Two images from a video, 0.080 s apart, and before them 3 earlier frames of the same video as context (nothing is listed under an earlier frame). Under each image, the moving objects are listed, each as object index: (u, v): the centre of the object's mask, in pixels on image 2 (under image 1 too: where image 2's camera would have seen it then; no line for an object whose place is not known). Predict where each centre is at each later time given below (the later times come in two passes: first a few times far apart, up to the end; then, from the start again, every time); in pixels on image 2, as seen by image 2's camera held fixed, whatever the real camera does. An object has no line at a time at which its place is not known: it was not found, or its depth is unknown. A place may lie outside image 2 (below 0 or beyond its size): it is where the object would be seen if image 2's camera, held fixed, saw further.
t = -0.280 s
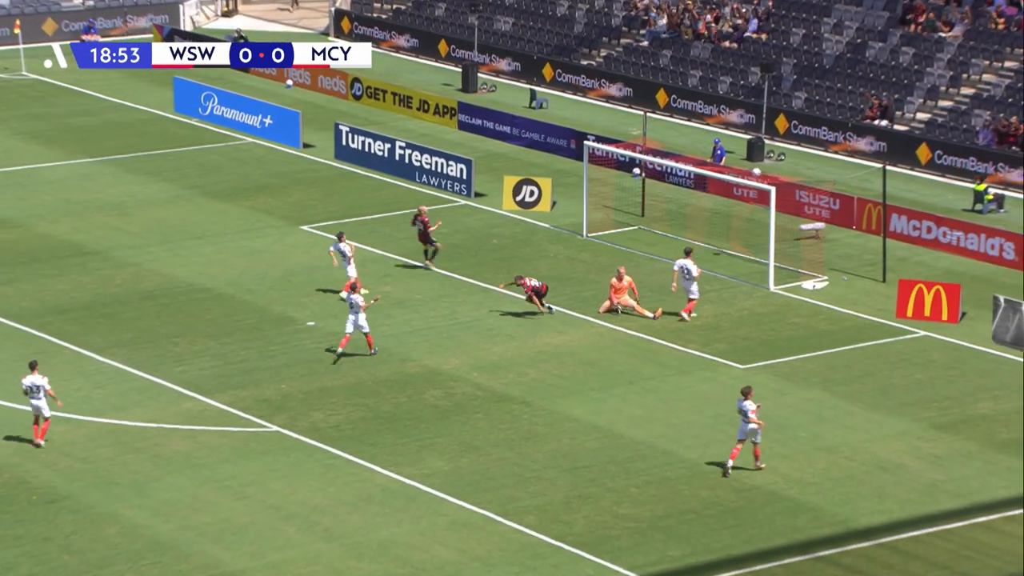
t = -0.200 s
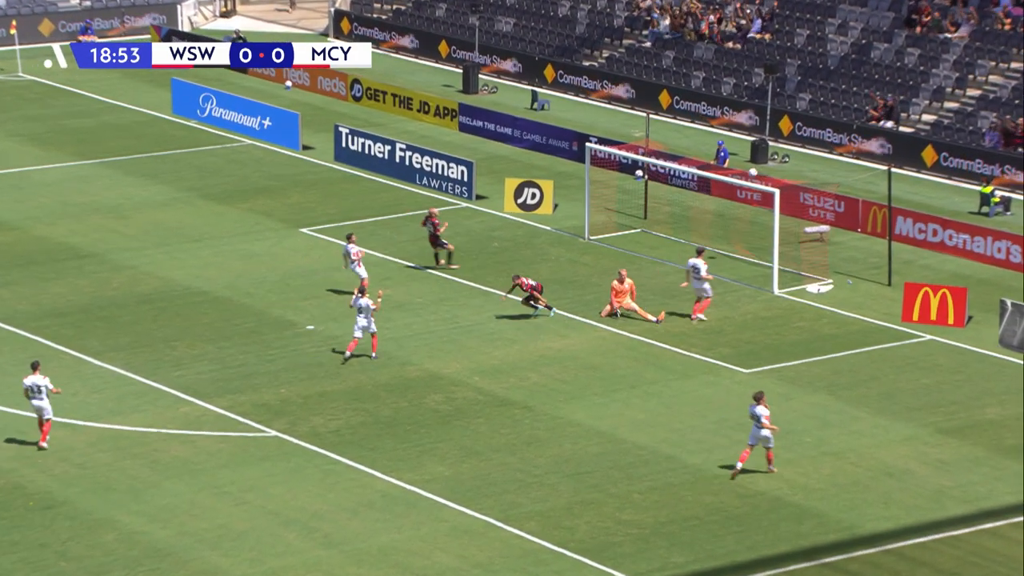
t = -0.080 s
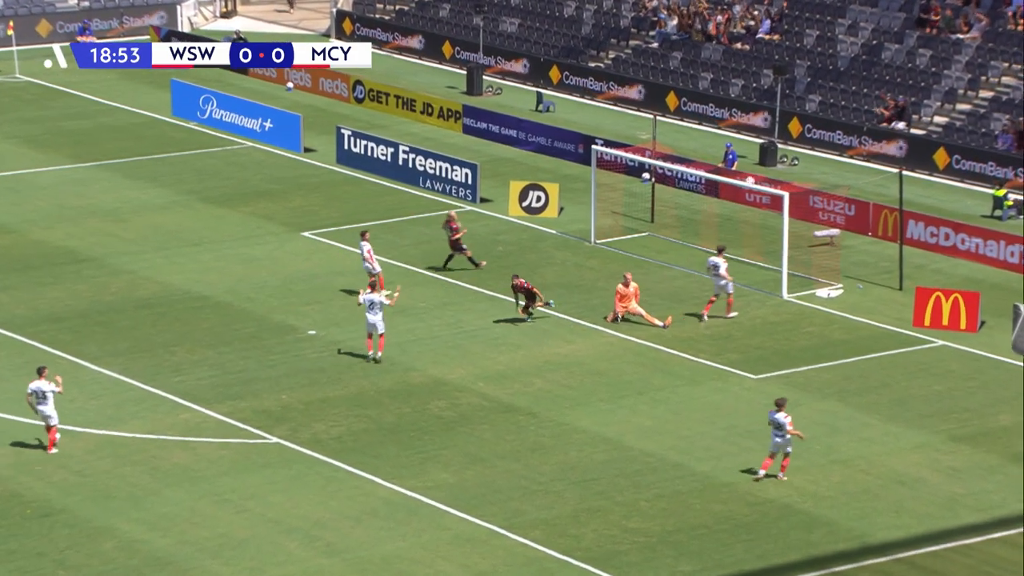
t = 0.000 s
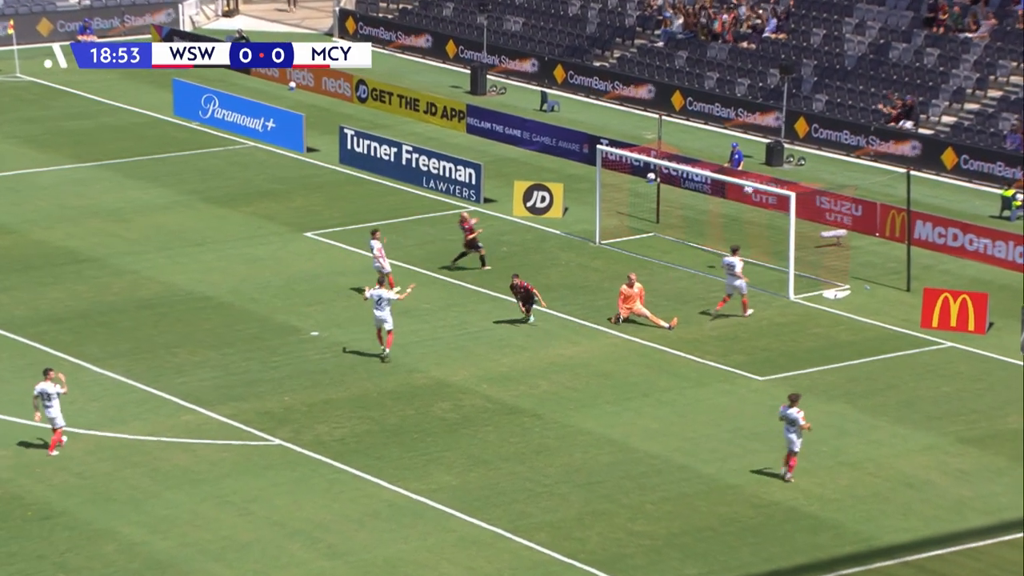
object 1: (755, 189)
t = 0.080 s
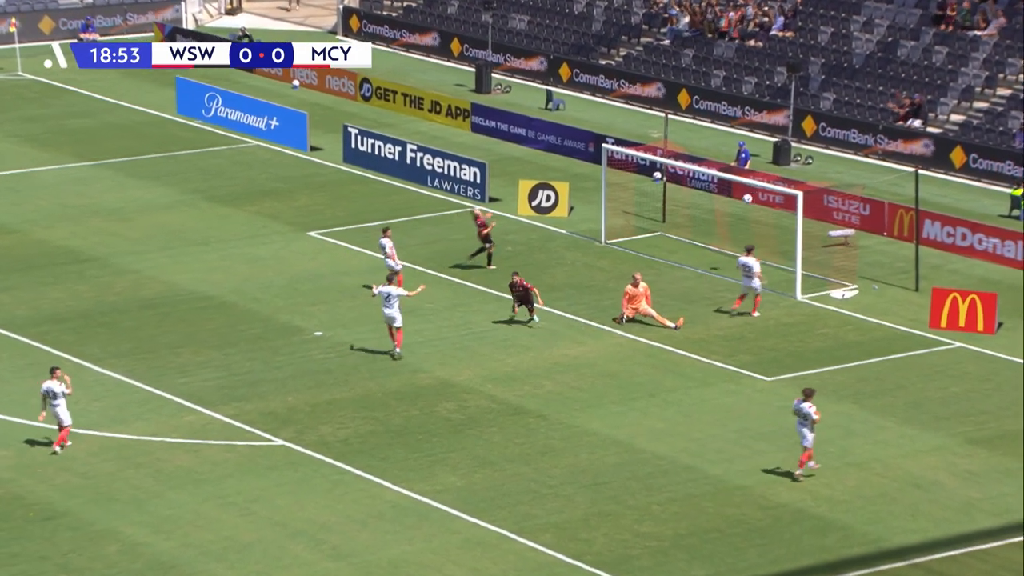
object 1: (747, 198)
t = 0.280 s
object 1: (727, 234)
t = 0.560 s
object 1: (708, 265)
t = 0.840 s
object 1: (706, 244)
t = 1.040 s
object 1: (705, 247)
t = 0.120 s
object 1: (743, 204)
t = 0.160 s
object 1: (739, 210)
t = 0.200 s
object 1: (735, 218)
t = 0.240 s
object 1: (731, 226)
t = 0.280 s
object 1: (727, 234)
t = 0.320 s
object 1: (723, 243)
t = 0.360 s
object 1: (718, 253)
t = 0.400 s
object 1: (714, 263)
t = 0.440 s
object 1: (710, 274)
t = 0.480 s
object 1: (708, 277)
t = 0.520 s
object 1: (708, 270)
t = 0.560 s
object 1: (708, 265)
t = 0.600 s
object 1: (707, 260)
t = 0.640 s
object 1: (707, 256)
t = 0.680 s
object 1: (707, 252)
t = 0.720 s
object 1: (707, 249)
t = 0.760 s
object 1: (706, 247)
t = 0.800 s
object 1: (706, 245)
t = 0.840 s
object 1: (706, 244)
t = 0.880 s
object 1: (706, 243)
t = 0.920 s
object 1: (706, 243)
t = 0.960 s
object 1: (705, 244)
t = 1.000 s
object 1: (705, 245)
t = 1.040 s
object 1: (705, 247)
